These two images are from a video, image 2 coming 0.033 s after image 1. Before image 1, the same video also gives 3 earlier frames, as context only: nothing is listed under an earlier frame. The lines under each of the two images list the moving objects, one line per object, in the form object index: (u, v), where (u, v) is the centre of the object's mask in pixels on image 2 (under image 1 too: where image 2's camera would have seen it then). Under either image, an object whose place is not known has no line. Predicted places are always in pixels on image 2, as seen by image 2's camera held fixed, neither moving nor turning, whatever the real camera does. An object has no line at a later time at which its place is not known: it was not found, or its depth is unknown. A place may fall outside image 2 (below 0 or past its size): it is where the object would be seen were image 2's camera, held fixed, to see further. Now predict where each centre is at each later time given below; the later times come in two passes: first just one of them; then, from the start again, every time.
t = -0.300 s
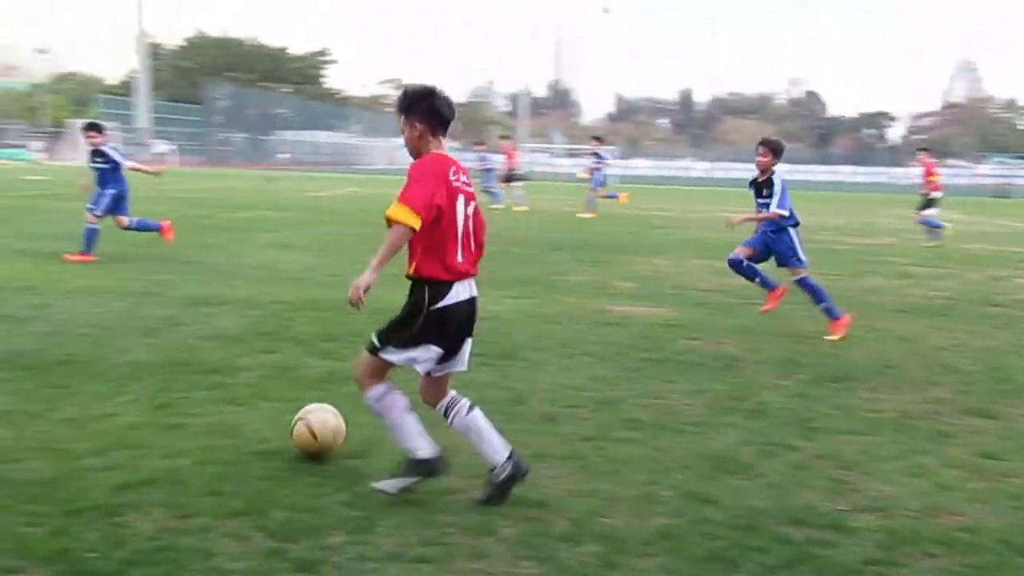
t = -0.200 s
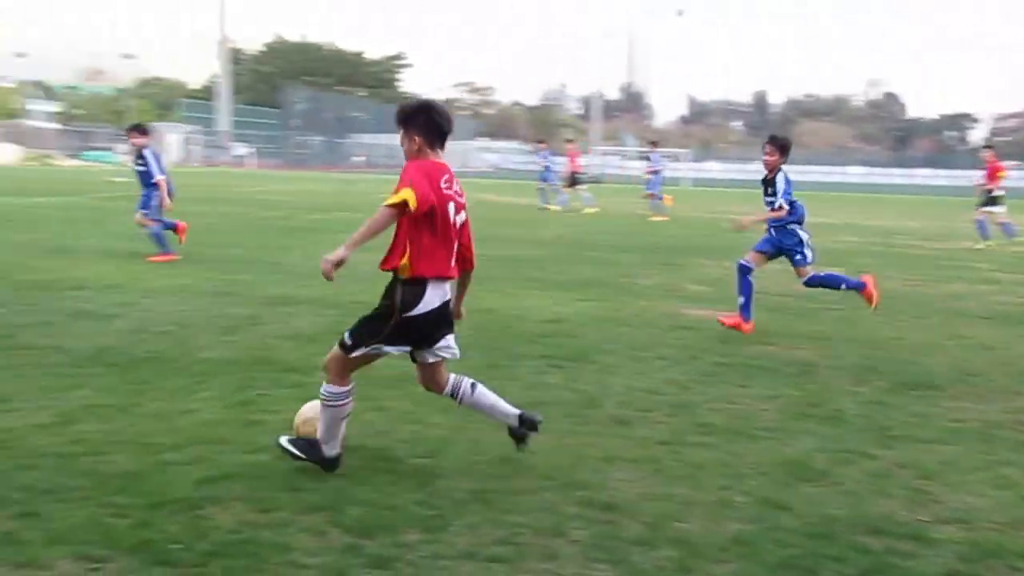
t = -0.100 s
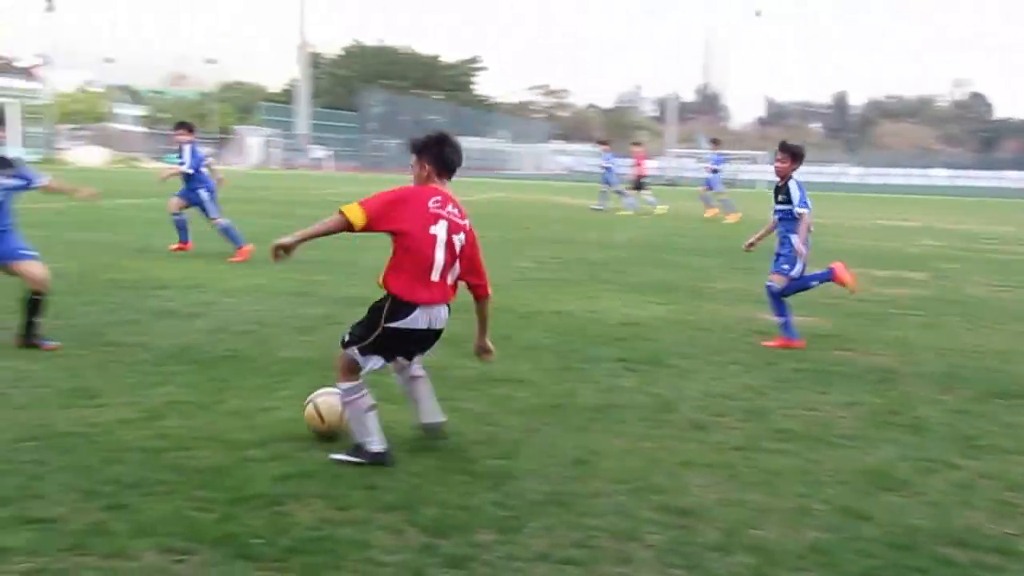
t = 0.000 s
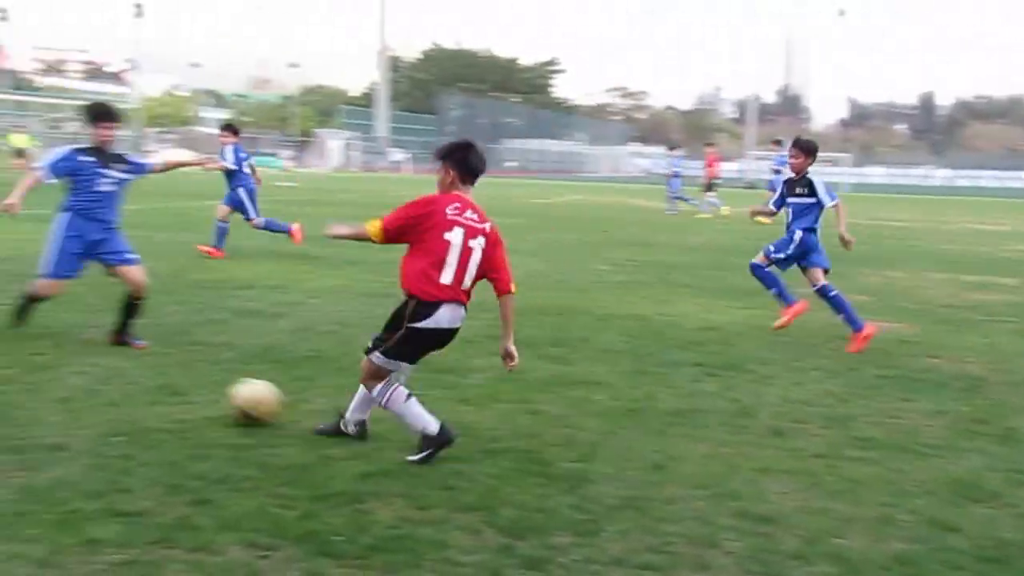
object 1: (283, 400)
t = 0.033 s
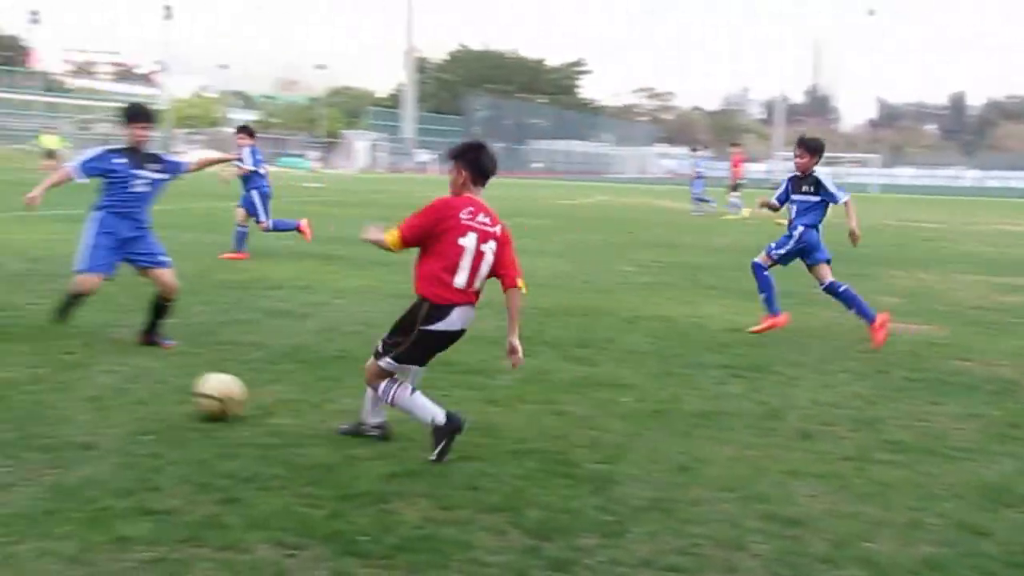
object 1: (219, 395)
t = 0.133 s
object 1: (46, 382)
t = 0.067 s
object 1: (158, 392)
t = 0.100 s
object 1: (100, 388)
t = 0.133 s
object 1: (46, 382)
